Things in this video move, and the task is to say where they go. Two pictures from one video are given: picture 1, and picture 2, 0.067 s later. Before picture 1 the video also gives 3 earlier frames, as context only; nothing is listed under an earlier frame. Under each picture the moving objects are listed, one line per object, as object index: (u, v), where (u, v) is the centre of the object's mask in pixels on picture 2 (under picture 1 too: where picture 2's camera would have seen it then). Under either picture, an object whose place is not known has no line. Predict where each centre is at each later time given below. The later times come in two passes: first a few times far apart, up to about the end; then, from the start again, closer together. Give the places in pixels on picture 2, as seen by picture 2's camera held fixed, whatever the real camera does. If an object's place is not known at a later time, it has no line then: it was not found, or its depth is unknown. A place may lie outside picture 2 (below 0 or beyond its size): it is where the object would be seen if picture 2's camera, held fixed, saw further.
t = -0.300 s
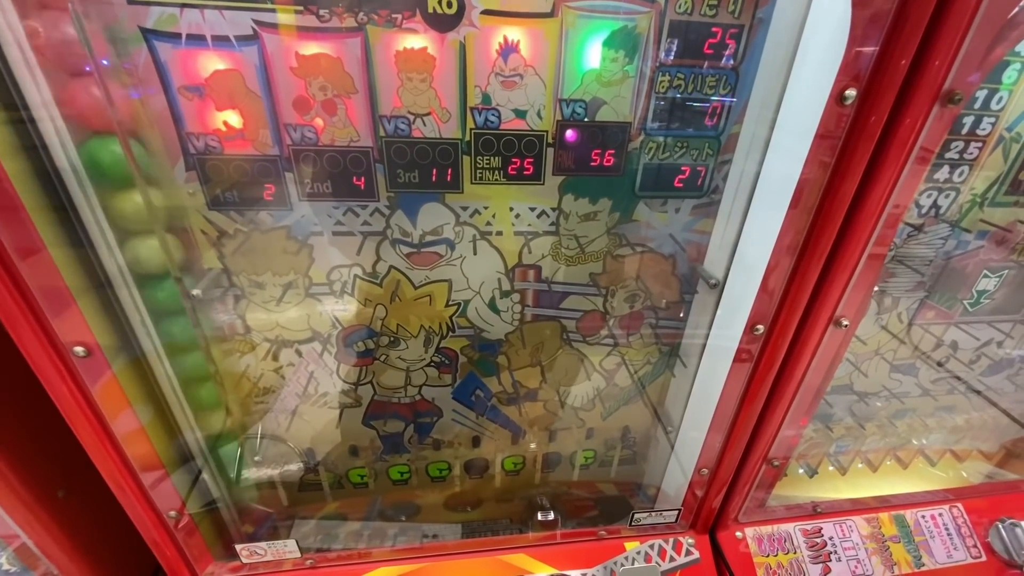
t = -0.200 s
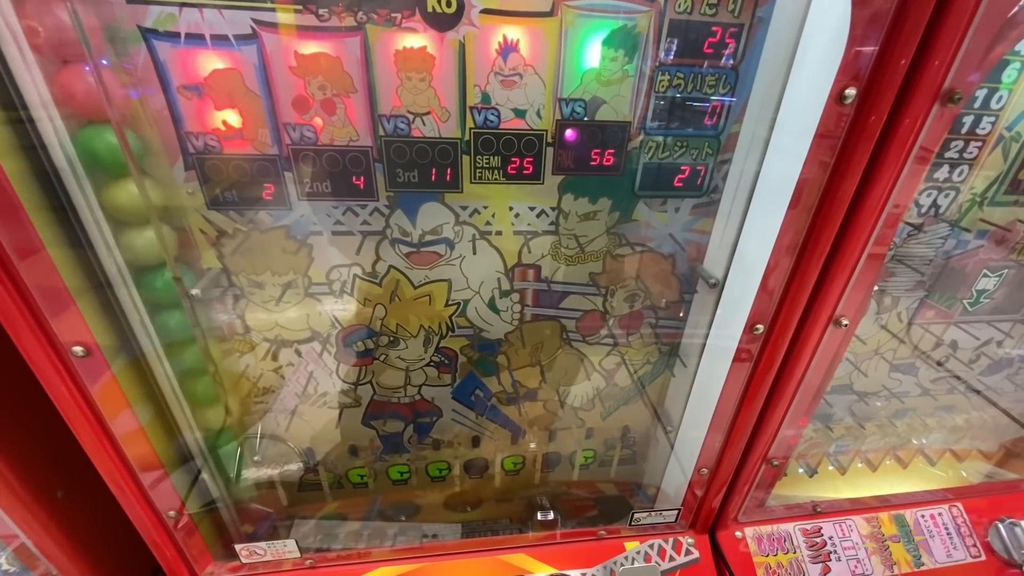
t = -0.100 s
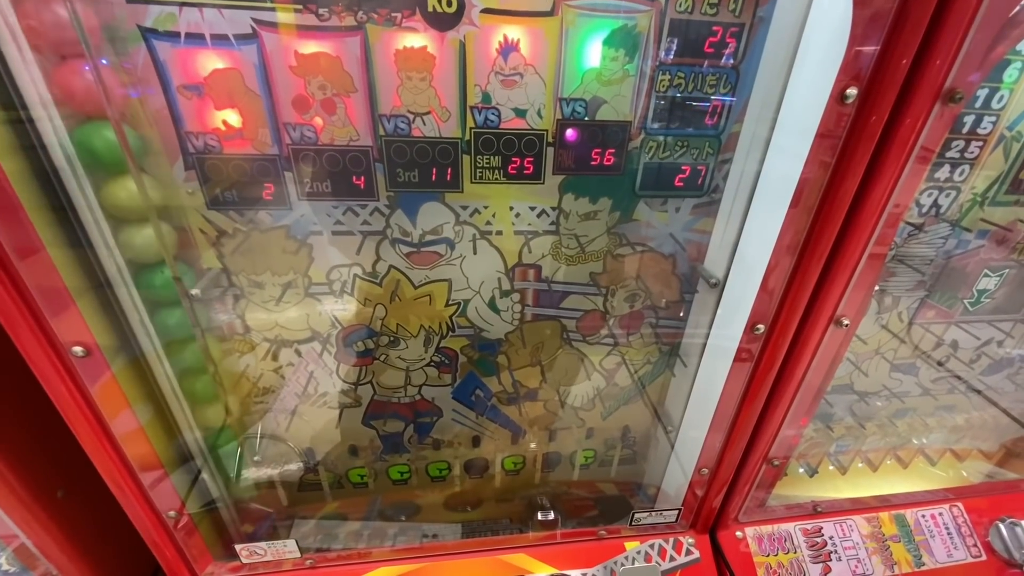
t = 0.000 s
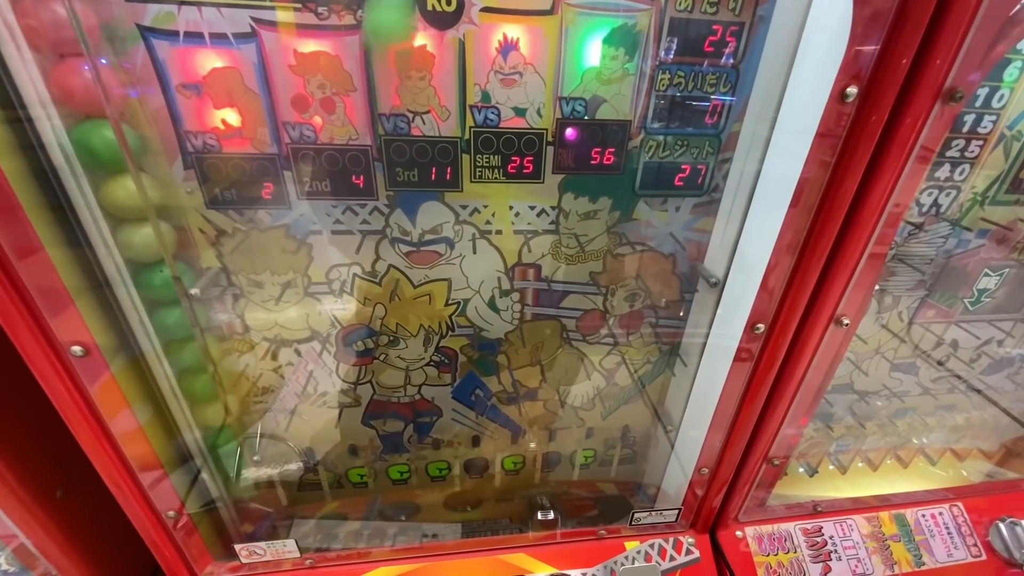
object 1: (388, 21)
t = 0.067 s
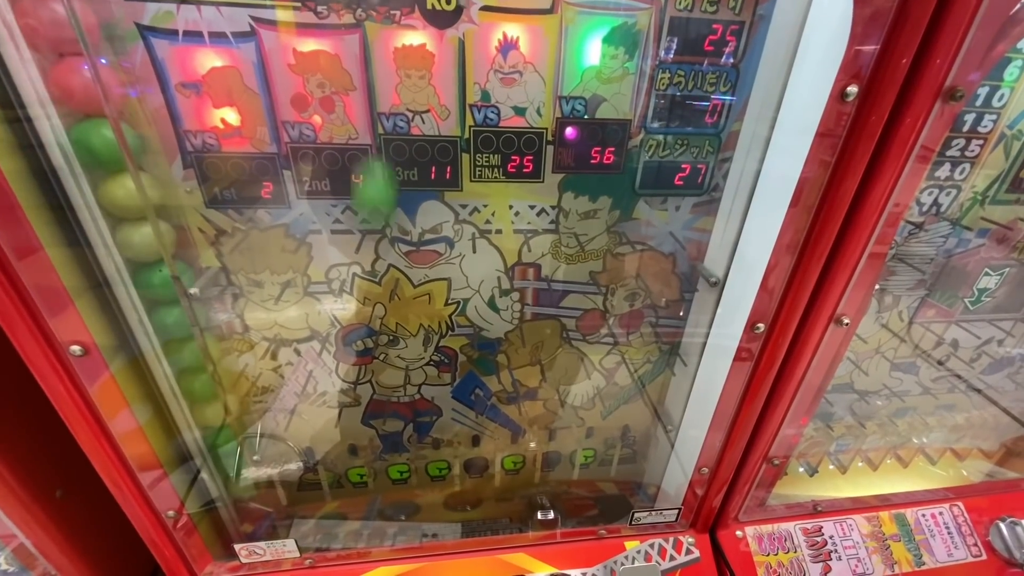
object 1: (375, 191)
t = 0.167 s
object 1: (511, 199)
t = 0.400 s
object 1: (518, 207)
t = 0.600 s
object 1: (497, 254)
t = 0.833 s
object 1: (484, 314)
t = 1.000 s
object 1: (468, 362)
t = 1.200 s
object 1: (514, 388)
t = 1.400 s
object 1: (528, 390)
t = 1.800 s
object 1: (553, 479)
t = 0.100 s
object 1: (407, 210)
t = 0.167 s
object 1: (511, 199)
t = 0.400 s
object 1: (518, 207)
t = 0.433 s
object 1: (500, 236)
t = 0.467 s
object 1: (497, 230)
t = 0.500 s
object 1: (510, 226)
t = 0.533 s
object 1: (508, 225)
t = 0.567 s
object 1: (502, 233)
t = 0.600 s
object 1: (497, 254)
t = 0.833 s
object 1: (484, 314)
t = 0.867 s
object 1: (500, 336)
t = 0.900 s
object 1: (492, 354)
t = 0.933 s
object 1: (484, 356)
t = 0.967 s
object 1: (477, 362)
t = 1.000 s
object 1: (468, 362)
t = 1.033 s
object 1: (474, 361)
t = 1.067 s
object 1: (478, 368)
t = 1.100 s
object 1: (473, 377)
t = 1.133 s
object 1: (482, 389)
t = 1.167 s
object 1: (500, 390)
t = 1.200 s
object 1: (514, 388)
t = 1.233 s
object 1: (523, 380)
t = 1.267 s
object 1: (528, 383)
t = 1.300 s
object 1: (534, 392)
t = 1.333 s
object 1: (545, 393)
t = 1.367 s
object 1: (537, 388)
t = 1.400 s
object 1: (528, 390)
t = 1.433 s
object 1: (529, 388)
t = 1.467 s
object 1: (534, 394)
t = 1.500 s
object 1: (540, 405)
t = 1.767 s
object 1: (557, 459)
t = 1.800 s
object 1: (553, 479)
